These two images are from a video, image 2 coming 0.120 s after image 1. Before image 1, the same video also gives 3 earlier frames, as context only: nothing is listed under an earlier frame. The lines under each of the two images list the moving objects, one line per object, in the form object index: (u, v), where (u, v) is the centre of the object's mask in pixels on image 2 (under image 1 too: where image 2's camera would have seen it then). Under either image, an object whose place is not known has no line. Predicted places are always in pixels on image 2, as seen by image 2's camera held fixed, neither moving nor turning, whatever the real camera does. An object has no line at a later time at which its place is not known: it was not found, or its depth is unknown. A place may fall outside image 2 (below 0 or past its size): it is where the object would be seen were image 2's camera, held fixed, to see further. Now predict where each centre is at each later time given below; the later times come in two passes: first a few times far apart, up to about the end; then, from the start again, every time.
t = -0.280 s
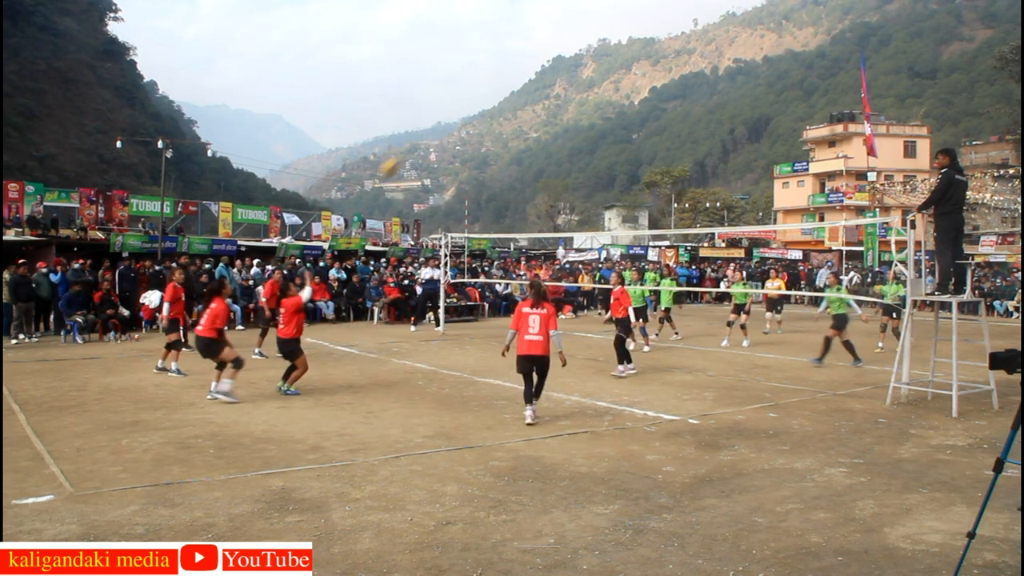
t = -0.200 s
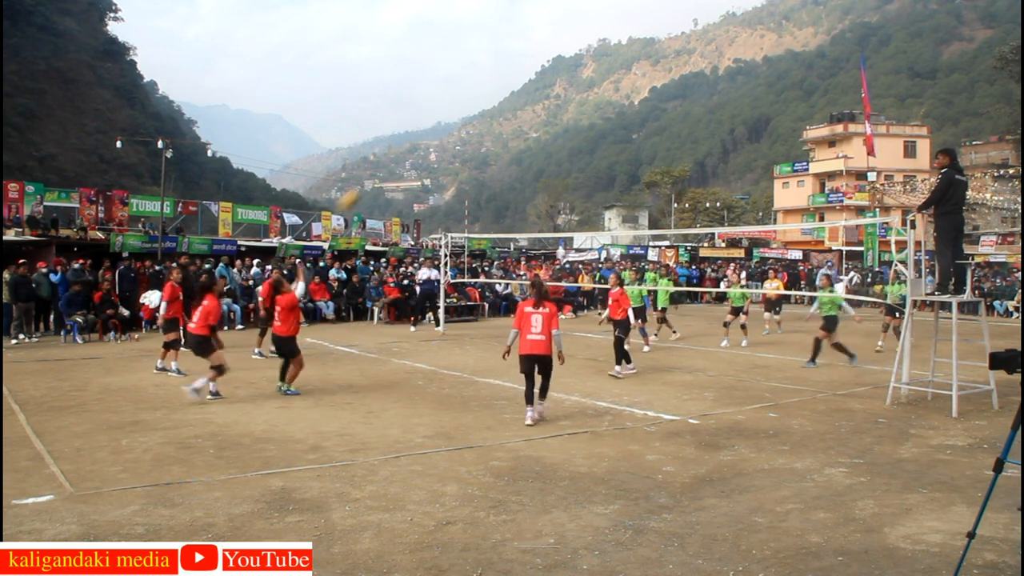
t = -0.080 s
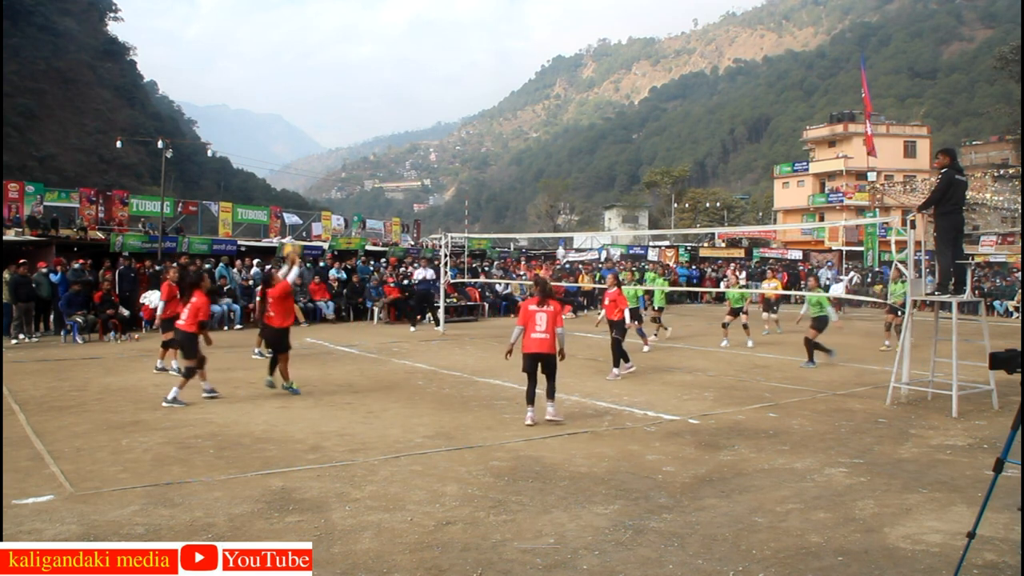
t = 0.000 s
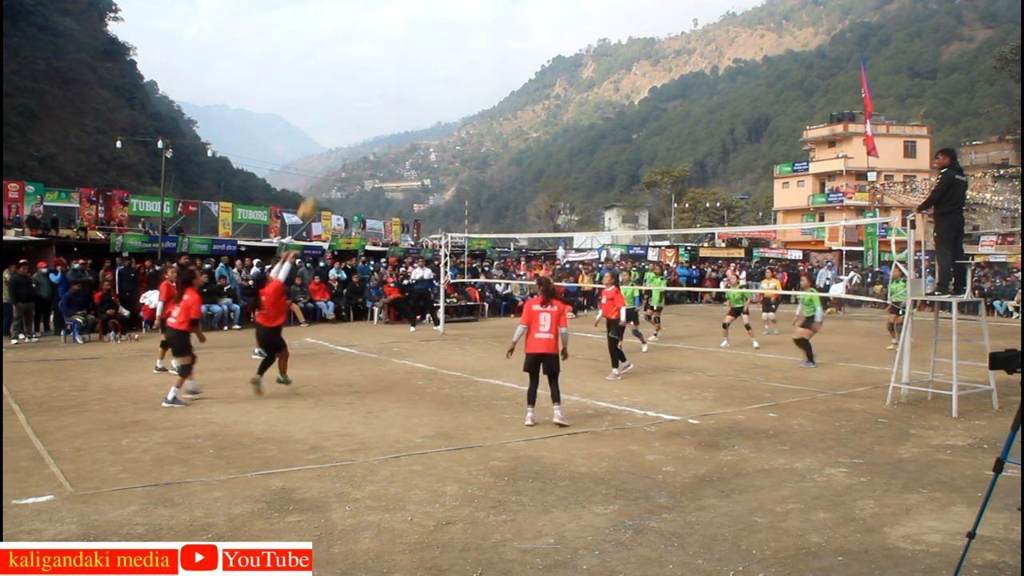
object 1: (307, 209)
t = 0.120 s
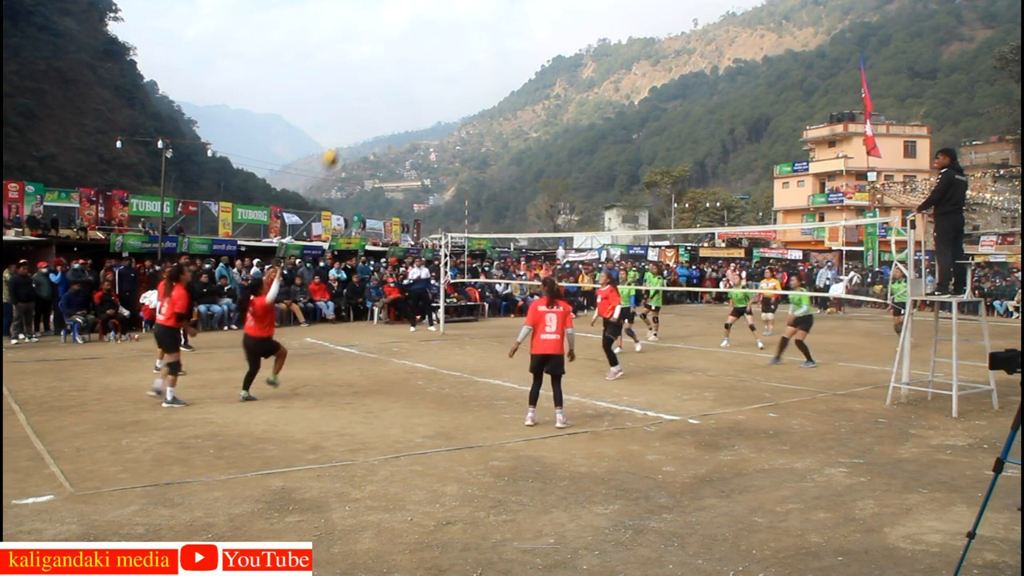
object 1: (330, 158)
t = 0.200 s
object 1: (346, 131)
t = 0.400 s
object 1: (384, 85)
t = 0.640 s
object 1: (426, 72)
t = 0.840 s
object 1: (459, 94)
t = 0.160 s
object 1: (338, 144)
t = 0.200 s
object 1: (346, 131)
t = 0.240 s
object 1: (354, 119)
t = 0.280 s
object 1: (361, 109)
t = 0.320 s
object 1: (369, 100)
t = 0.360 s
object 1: (376, 92)
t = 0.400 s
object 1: (384, 85)
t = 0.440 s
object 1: (391, 80)
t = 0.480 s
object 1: (398, 75)
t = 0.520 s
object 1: (405, 73)
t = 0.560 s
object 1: (412, 72)
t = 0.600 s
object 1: (419, 71)
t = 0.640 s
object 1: (426, 72)
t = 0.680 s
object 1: (432, 74)
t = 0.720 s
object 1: (439, 78)
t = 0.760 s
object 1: (446, 82)
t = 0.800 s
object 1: (453, 88)
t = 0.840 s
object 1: (459, 94)
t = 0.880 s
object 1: (466, 103)
